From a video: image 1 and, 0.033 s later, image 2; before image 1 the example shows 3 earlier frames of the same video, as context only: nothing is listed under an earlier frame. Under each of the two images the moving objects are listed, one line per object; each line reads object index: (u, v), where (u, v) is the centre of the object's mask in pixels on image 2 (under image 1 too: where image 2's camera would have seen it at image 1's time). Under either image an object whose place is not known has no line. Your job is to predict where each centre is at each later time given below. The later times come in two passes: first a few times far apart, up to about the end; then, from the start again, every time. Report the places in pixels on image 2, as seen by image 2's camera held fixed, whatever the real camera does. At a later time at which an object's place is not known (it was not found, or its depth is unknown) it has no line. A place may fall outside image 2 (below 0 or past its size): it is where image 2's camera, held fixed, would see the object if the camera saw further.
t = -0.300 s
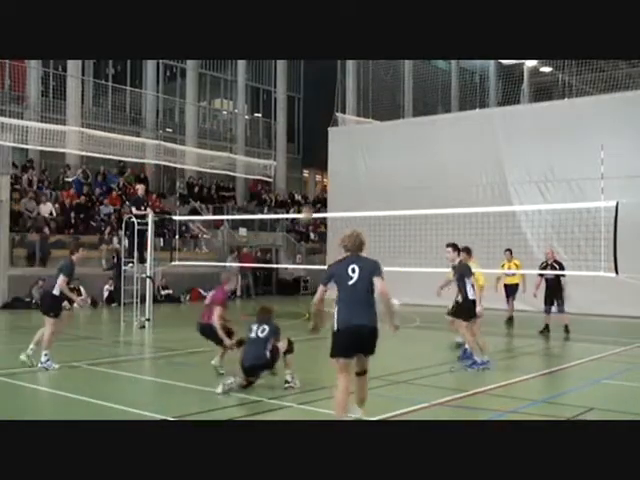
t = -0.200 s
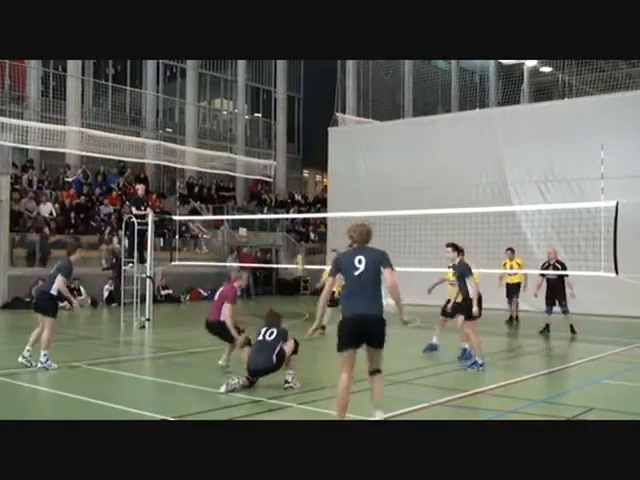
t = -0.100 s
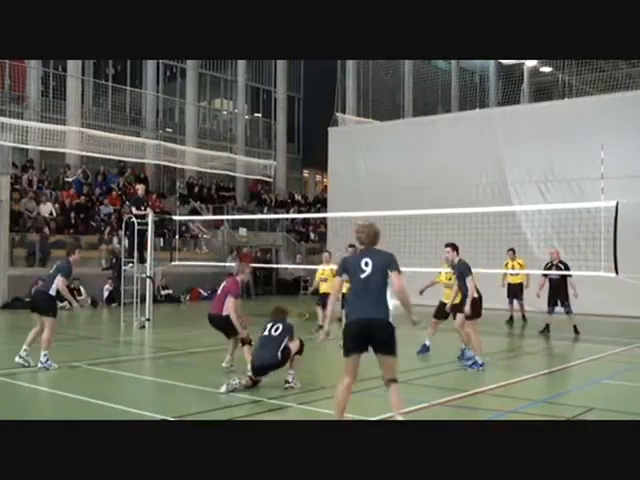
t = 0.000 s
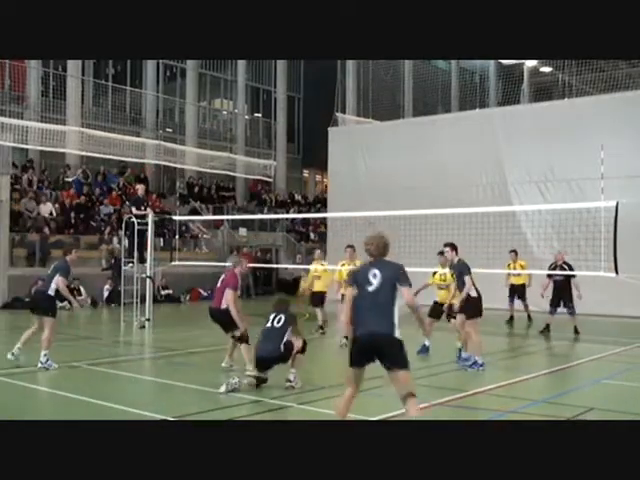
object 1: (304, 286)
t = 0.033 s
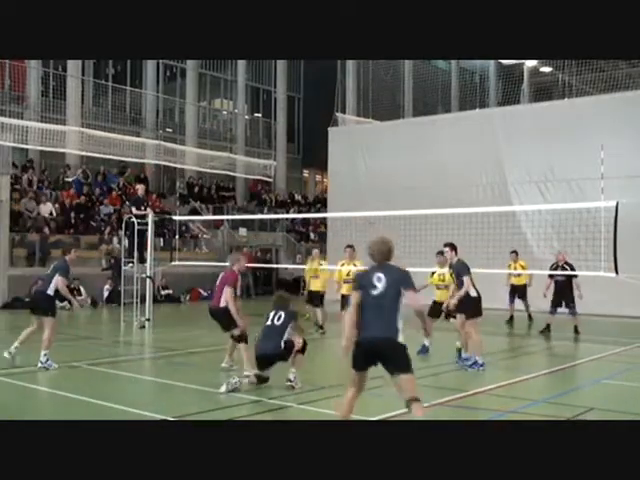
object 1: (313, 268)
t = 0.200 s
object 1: (336, 201)
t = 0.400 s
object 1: (361, 151)
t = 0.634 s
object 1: (390, 128)
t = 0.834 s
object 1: (411, 137)
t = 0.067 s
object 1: (316, 251)
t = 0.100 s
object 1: (319, 236)
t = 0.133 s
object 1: (325, 225)
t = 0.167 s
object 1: (332, 213)
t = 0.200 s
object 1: (336, 201)
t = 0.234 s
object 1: (340, 190)
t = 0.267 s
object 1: (344, 181)
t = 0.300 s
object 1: (349, 170)
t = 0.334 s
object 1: (353, 162)
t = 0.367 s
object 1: (357, 155)
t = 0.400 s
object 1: (361, 151)
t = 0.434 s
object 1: (365, 144)
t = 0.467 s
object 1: (369, 140)
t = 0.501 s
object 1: (376, 133)
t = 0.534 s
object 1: (378, 134)
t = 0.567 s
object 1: (381, 130)
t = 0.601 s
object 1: (385, 128)
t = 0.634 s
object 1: (390, 128)
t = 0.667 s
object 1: (392, 129)
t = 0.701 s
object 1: (400, 130)
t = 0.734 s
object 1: (402, 131)
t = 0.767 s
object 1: (404, 132)
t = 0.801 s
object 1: (408, 134)
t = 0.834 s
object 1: (411, 137)
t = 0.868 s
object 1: (415, 141)
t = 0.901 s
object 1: (418, 147)
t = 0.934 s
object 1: (422, 152)
